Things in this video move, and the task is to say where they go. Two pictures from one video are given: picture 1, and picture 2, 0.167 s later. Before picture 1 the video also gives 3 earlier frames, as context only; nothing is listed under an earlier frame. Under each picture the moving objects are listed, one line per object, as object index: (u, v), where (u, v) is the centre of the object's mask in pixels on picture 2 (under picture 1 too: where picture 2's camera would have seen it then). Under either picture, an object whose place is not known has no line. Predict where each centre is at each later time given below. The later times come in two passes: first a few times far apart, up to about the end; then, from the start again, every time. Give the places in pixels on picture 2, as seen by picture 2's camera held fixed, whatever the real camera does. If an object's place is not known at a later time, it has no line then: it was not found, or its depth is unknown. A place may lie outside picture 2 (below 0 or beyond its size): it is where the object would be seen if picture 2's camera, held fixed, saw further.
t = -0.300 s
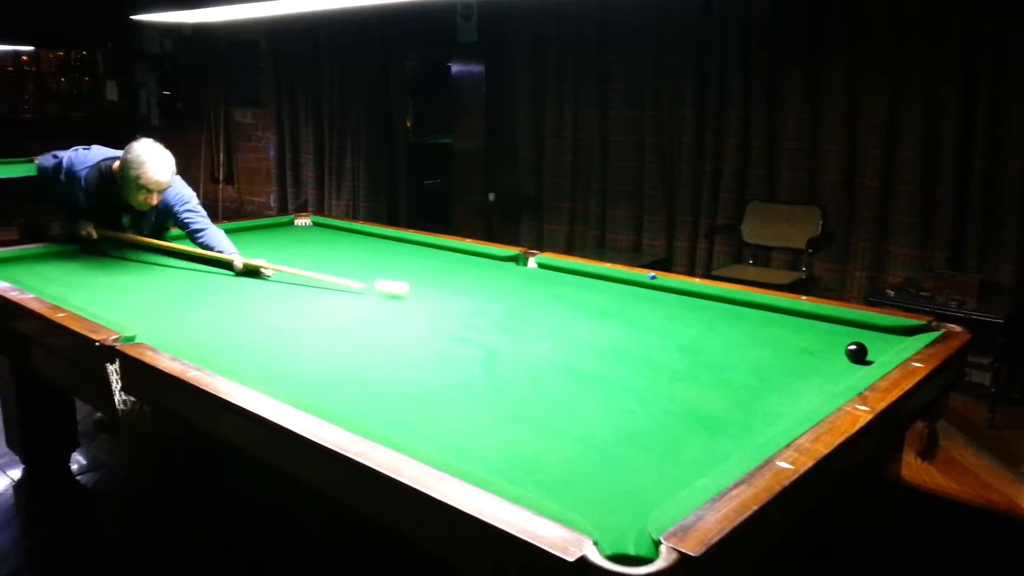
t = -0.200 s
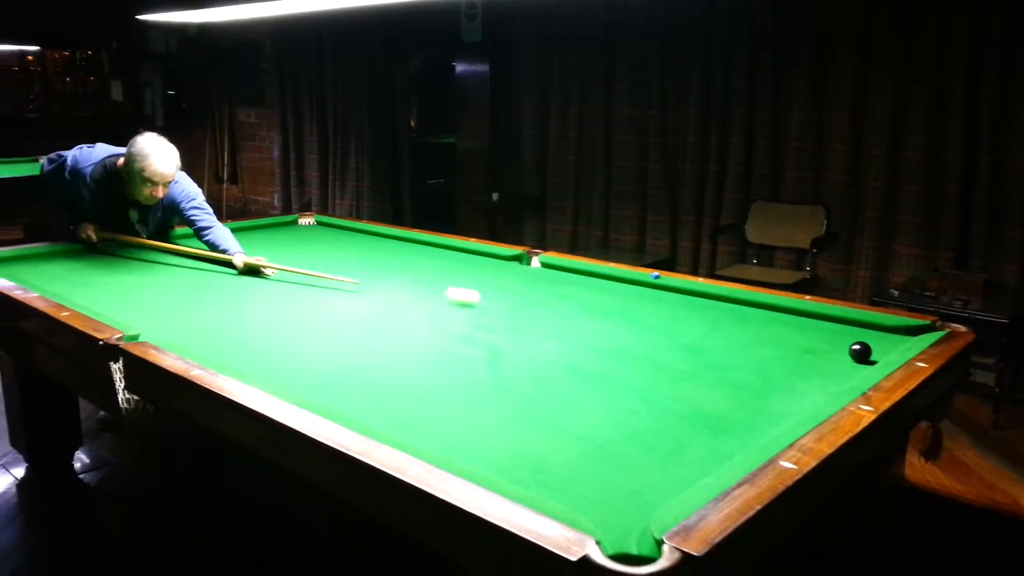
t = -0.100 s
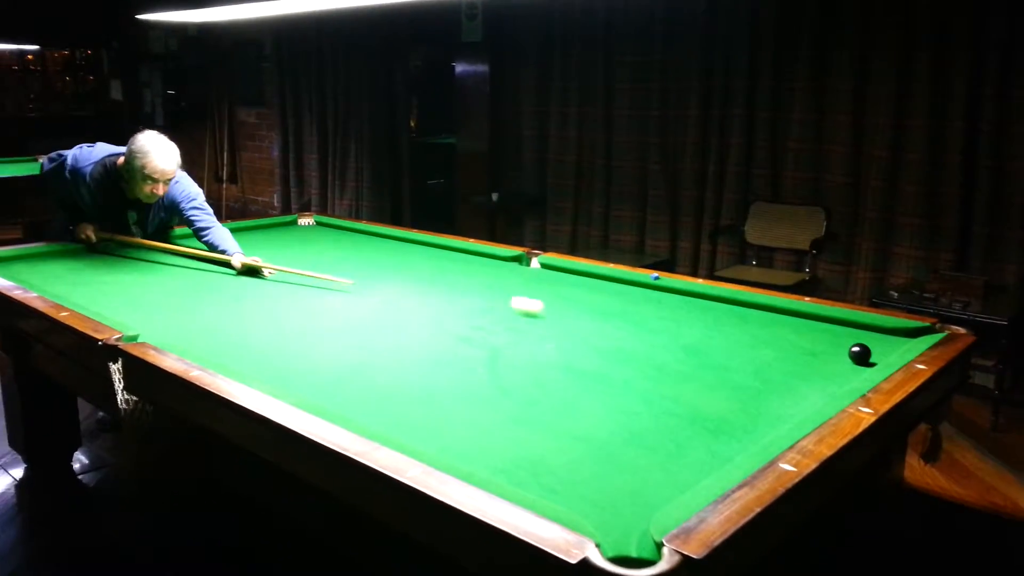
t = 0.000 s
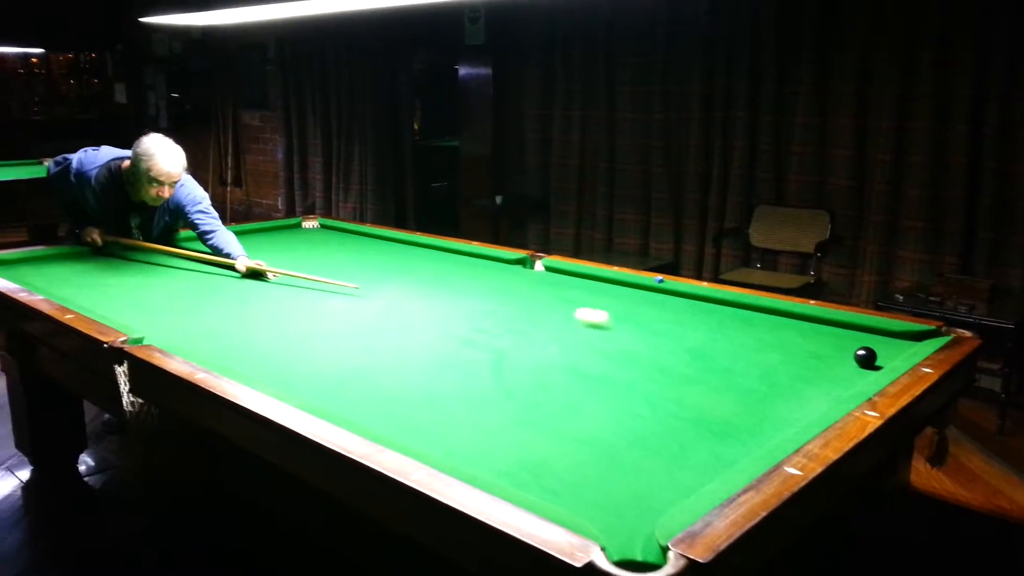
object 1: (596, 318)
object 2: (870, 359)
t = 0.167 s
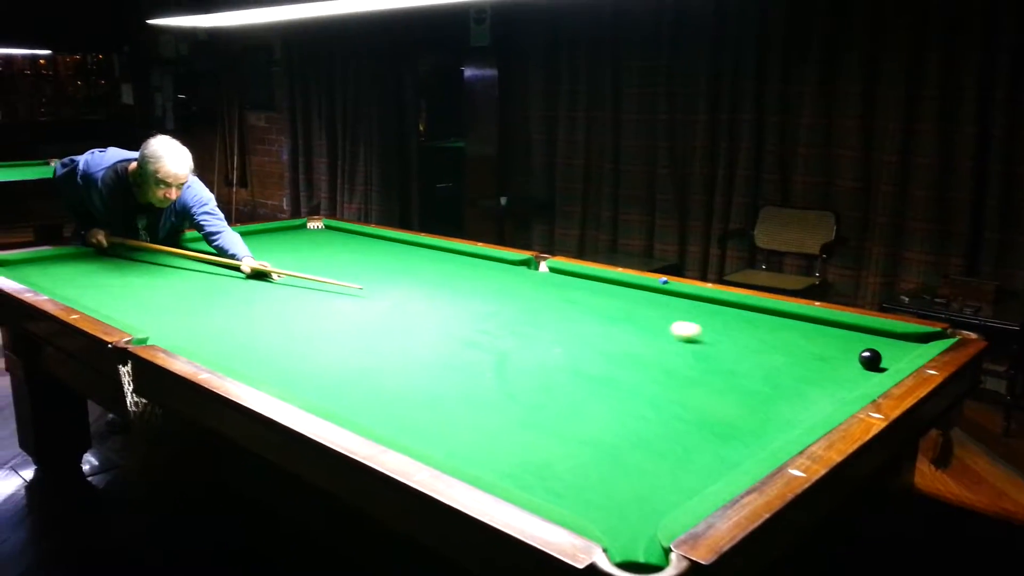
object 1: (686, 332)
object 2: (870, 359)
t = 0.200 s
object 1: (702, 333)
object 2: (870, 359)
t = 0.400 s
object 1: (802, 347)
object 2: (870, 359)
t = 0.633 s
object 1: (857, 346)
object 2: (863, 358)
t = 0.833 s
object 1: (870, 339)
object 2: (827, 356)
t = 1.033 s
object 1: (879, 332)
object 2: (794, 355)
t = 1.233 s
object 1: (867, 336)
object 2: (765, 353)
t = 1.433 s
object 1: (854, 339)
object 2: (737, 351)
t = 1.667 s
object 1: (841, 343)
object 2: (707, 350)
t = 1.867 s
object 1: (830, 346)
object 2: (684, 348)
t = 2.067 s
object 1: (819, 349)
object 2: (663, 347)
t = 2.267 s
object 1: (810, 351)
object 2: (643, 346)
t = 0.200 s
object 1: (702, 333)
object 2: (870, 359)
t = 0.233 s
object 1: (718, 336)
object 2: (870, 359)
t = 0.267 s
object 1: (735, 338)
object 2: (870, 359)
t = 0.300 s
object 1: (750, 340)
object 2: (870, 359)
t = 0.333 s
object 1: (767, 342)
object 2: (870, 359)
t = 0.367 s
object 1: (784, 344)
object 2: (870, 359)
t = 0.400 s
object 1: (802, 347)
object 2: (870, 359)
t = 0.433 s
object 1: (819, 349)
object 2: (870, 359)
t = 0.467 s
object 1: (837, 352)
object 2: (870, 359)
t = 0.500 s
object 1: (848, 353)
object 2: (876, 359)
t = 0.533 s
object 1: (851, 353)
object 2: (884, 360)
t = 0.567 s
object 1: (855, 352)
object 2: (875, 359)
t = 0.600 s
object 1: (855, 349)
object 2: (868, 359)
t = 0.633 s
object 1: (857, 346)
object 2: (863, 358)
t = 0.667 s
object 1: (860, 345)
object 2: (856, 358)
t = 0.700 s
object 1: (863, 345)
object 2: (850, 358)
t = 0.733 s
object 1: (864, 344)
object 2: (844, 358)
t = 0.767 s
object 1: (866, 343)
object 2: (839, 357)
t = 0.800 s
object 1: (868, 341)
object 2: (833, 357)
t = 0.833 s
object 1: (870, 339)
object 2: (827, 356)
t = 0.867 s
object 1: (871, 337)
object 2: (822, 356)
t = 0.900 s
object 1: (873, 336)
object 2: (816, 356)
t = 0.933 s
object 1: (876, 335)
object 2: (810, 356)
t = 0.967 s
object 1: (877, 334)
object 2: (805, 355)
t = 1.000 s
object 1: (878, 333)
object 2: (799, 355)
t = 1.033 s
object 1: (879, 332)
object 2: (794, 355)
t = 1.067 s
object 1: (877, 332)
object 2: (789, 354)
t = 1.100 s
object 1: (875, 333)
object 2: (784, 354)
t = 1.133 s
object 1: (873, 333)
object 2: (779, 354)
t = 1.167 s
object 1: (871, 334)
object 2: (774, 354)
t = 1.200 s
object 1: (869, 335)
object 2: (770, 353)
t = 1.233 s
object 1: (867, 336)
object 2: (765, 353)
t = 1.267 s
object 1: (865, 336)
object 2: (760, 353)
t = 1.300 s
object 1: (863, 337)
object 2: (755, 353)
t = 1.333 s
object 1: (861, 338)
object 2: (751, 352)
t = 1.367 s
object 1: (858, 338)
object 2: (746, 352)
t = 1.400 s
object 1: (857, 339)
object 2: (741, 352)
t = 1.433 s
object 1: (854, 339)
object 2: (737, 351)
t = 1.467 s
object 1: (852, 340)
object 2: (732, 351)
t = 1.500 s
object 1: (851, 340)
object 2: (728, 351)
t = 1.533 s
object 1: (848, 340)
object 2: (724, 350)
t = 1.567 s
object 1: (846, 341)
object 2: (719, 350)
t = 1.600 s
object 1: (844, 342)
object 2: (715, 350)
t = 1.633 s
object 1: (843, 342)
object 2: (711, 350)
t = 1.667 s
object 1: (841, 343)
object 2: (707, 350)
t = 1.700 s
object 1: (839, 344)
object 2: (703, 349)
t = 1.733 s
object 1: (837, 344)
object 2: (699, 349)
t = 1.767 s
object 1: (835, 345)
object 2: (695, 349)
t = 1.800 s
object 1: (833, 345)
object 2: (691, 349)
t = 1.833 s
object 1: (831, 346)
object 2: (687, 348)
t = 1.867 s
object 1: (830, 346)
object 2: (684, 348)
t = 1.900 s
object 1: (828, 347)
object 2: (680, 348)
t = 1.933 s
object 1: (826, 347)
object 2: (676, 348)
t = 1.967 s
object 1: (824, 347)
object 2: (673, 348)
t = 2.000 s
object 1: (822, 348)
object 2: (669, 347)
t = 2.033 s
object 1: (820, 348)
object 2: (666, 347)
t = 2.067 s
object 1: (819, 349)
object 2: (663, 347)
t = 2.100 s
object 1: (817, 349)
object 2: (659, 347)
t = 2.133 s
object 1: (816, 350)
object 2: (656, 347)
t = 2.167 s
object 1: (814, 350)
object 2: (653, 346)
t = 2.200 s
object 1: (813, 350)
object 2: (649, 346)
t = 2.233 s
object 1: (811, 351)
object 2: (646, 346)
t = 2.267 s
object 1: (810, 351)
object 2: (643, 346)
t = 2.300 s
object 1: (808, 352)
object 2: (640, 346)
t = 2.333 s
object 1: (807, 352)
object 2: (637, 345)
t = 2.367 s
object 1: (805, 352)
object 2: (634, 345)
